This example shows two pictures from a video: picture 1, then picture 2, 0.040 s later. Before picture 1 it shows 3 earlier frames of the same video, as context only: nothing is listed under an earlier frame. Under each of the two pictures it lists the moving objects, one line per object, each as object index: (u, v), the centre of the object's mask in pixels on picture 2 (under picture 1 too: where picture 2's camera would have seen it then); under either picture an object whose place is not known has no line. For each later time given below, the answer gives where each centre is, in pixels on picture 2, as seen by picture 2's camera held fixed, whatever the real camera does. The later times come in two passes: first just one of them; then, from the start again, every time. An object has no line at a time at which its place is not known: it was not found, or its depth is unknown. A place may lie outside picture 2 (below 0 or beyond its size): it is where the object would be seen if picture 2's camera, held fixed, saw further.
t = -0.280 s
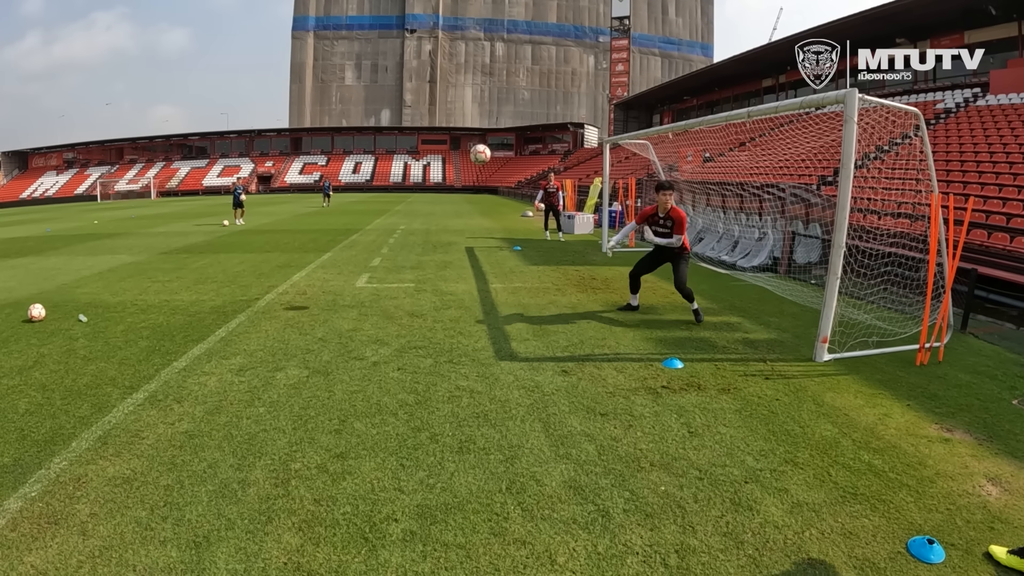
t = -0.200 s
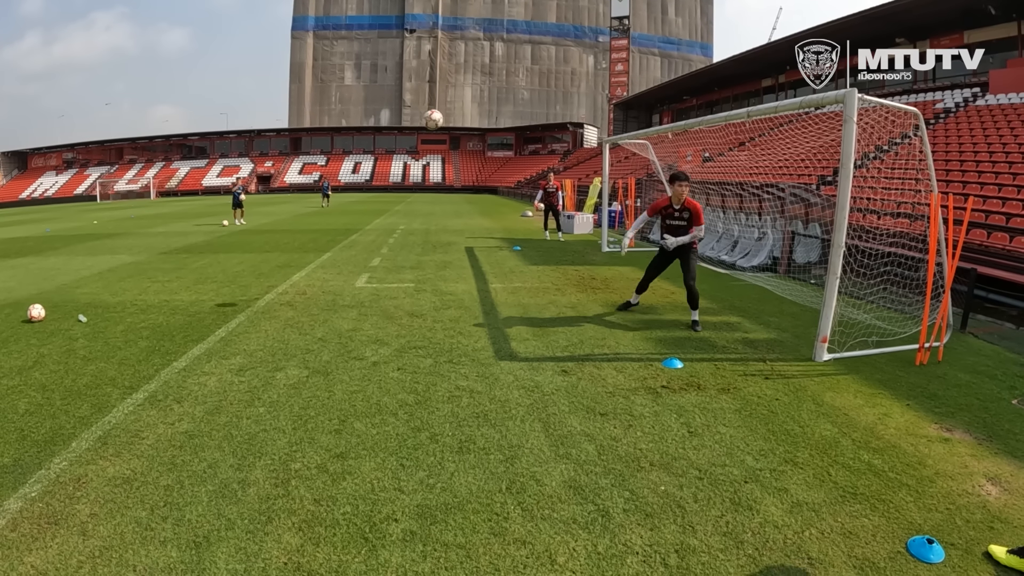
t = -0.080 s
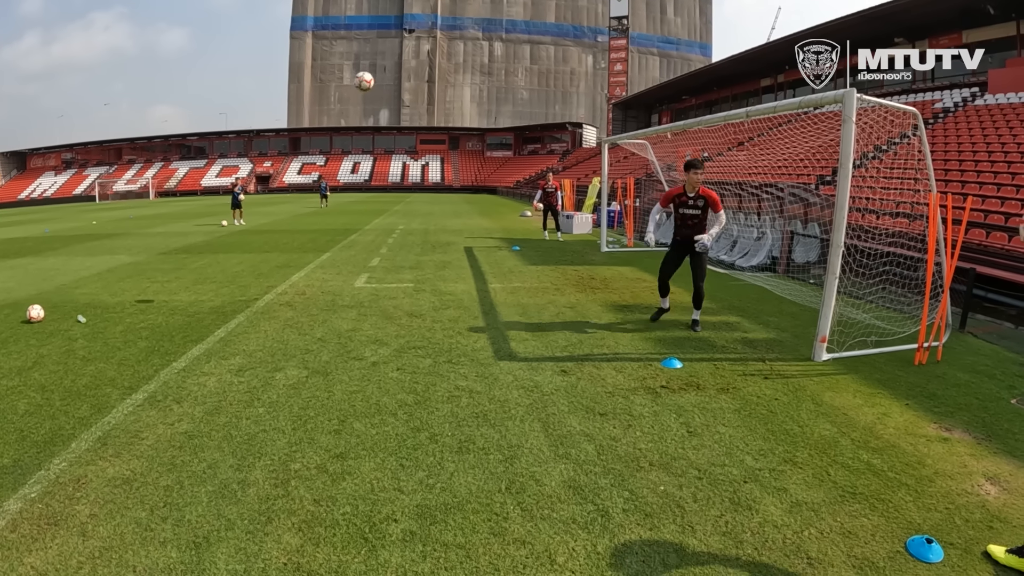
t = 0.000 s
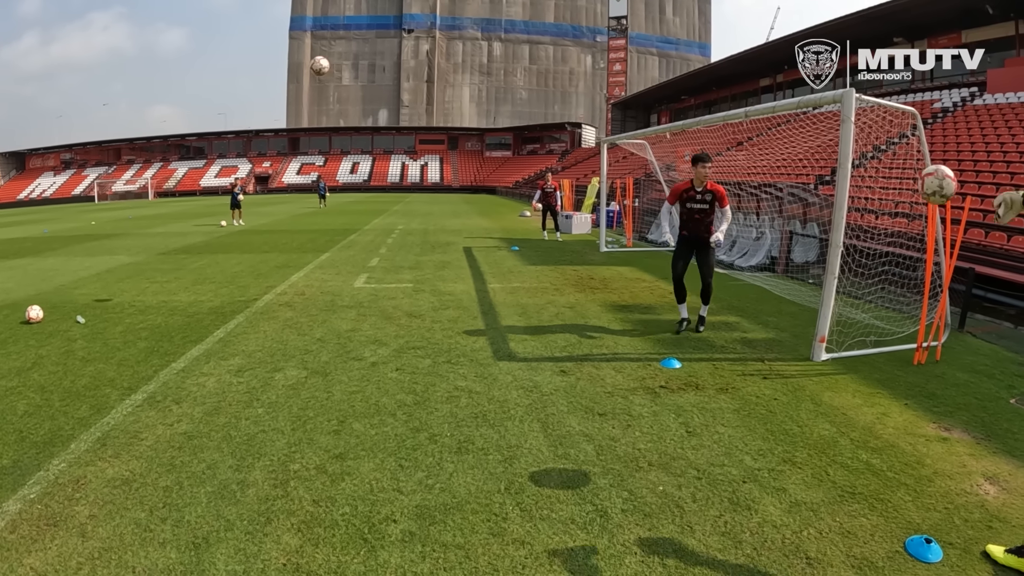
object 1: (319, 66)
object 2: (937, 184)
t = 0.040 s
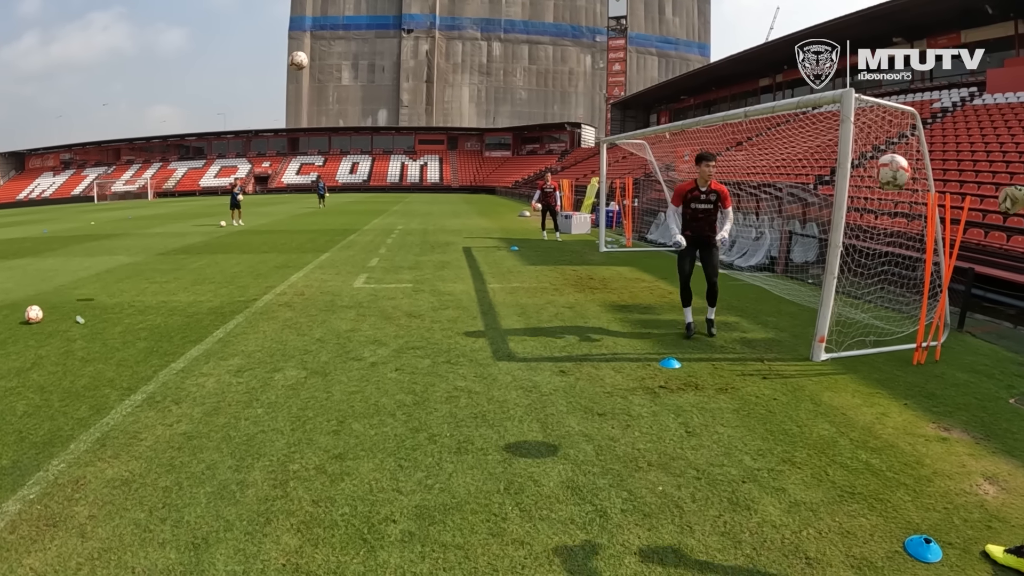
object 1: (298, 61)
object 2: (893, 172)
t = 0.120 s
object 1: (258, 56)
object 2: (819, 162)
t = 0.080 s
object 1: (278, 57)
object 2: (853, 165)
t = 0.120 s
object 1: (258, 56)
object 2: (819, 162)
